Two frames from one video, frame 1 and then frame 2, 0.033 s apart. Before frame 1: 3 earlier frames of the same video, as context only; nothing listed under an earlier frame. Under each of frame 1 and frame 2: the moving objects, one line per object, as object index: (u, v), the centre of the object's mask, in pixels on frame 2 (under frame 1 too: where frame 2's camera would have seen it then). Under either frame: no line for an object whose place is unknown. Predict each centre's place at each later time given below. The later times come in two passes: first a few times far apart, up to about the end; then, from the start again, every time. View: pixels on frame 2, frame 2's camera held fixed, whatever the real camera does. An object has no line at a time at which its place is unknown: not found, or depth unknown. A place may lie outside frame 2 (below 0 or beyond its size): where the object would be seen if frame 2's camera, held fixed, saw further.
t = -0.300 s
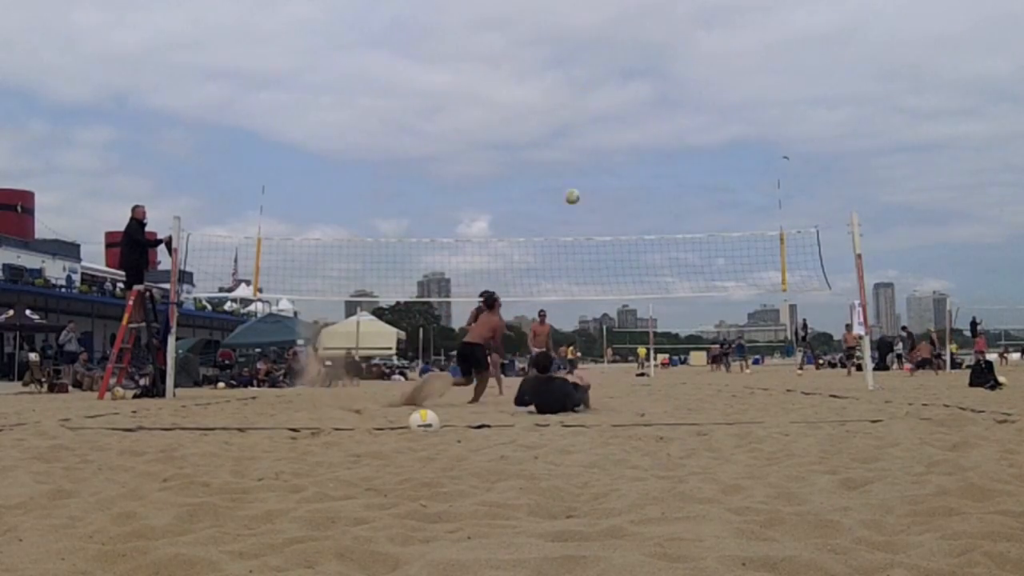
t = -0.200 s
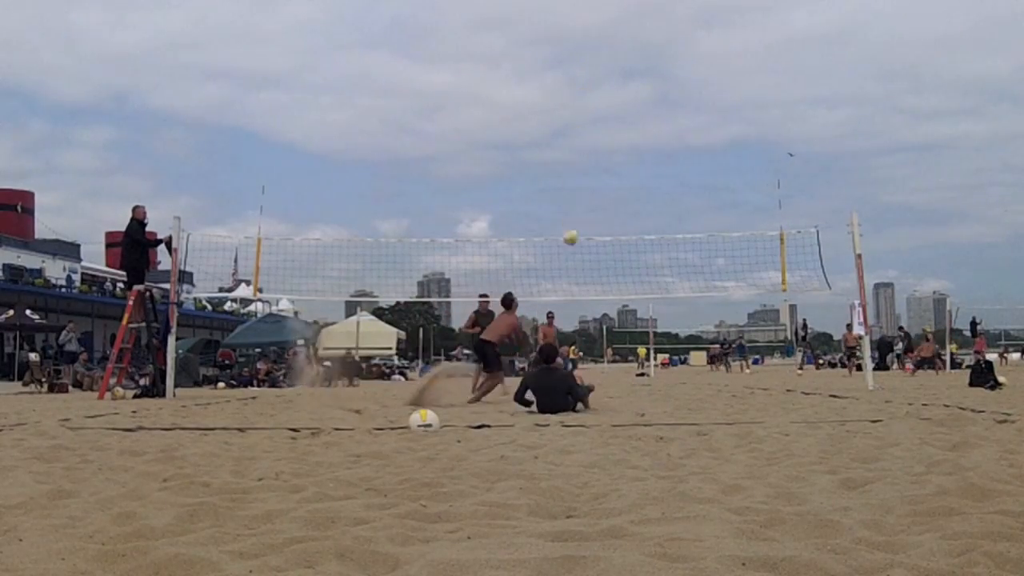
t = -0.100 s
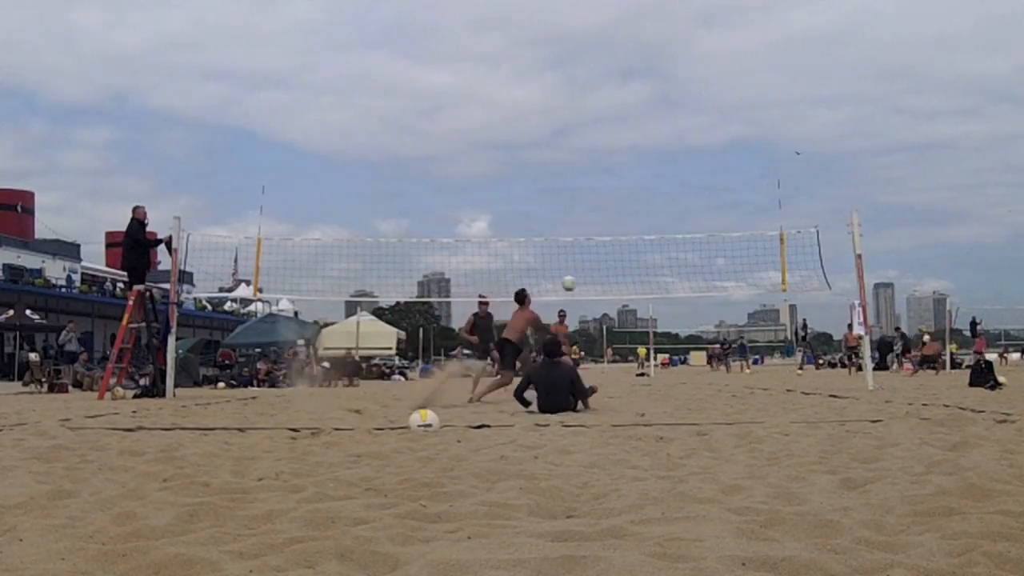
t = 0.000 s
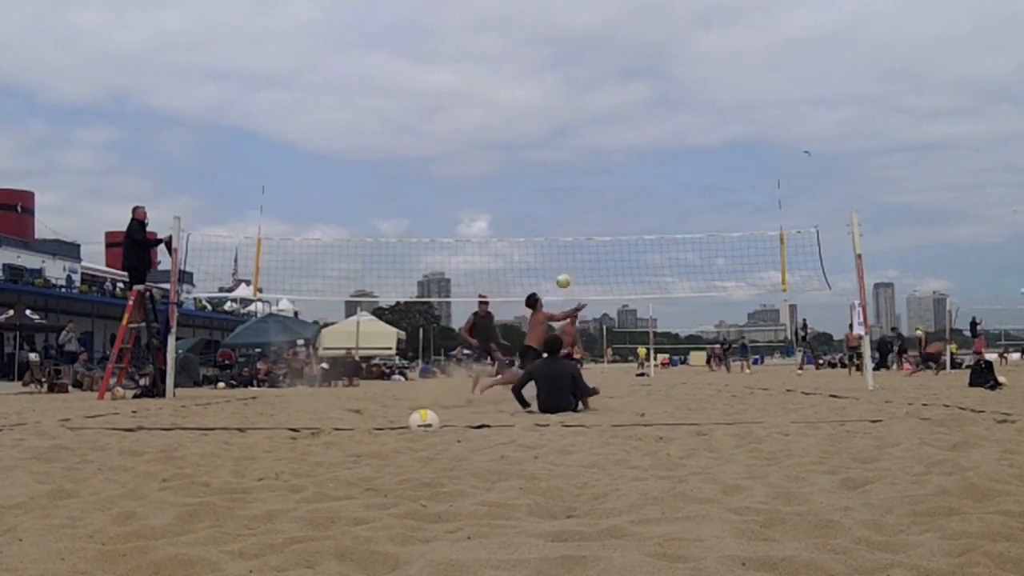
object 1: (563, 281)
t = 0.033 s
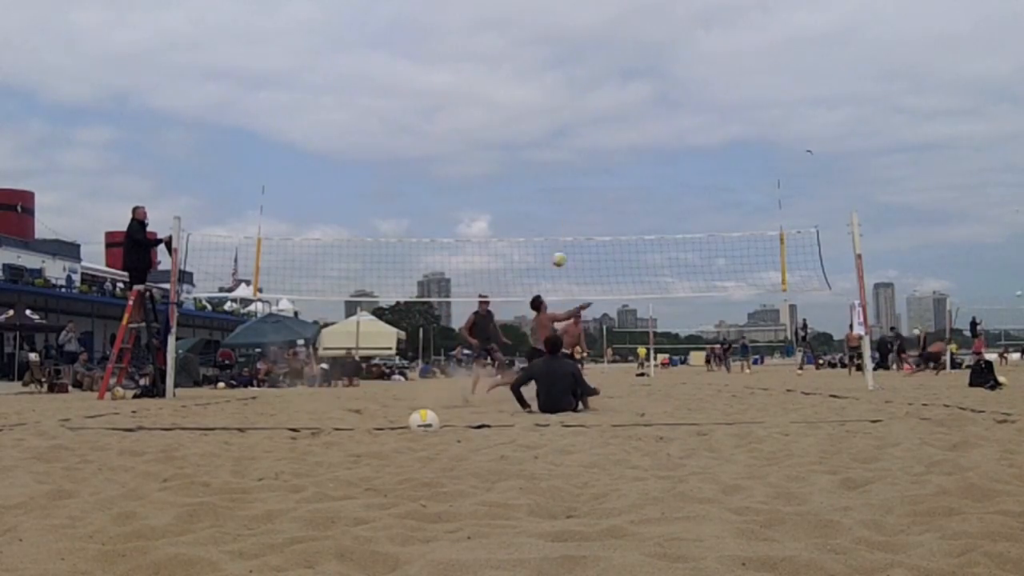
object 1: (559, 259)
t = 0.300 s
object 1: (523, 121)
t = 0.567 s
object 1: (489, 36)
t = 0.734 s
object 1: (469, 7)
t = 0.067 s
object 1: (554, 239)
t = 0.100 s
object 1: (550, 219)
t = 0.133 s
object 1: (545, 201)
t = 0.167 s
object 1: (540, 184)
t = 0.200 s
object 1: (536, 167)
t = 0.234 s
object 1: (532, 150)
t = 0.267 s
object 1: (528, 136)
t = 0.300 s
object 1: (523, 121)
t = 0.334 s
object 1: (518, 108)
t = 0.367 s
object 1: (514, 95)
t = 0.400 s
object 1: (510, 84)
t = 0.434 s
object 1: (506, 73)
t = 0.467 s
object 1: (502, 62)
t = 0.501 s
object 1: (497, 53)
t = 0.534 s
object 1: (494, 44)
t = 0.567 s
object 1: (489, 36)
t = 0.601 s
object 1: (485, 29)
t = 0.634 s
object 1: (481, 23)
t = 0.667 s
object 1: (477, 18)
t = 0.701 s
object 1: (473, 13)
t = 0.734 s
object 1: (469, 7)
